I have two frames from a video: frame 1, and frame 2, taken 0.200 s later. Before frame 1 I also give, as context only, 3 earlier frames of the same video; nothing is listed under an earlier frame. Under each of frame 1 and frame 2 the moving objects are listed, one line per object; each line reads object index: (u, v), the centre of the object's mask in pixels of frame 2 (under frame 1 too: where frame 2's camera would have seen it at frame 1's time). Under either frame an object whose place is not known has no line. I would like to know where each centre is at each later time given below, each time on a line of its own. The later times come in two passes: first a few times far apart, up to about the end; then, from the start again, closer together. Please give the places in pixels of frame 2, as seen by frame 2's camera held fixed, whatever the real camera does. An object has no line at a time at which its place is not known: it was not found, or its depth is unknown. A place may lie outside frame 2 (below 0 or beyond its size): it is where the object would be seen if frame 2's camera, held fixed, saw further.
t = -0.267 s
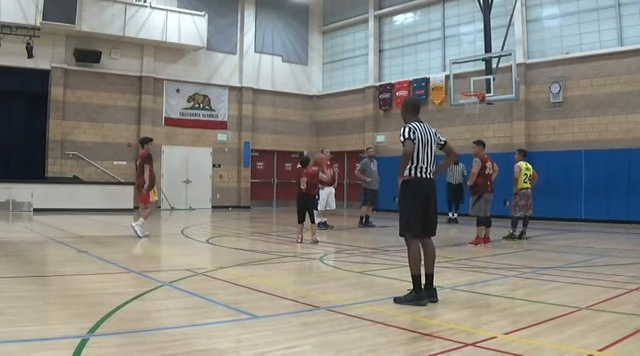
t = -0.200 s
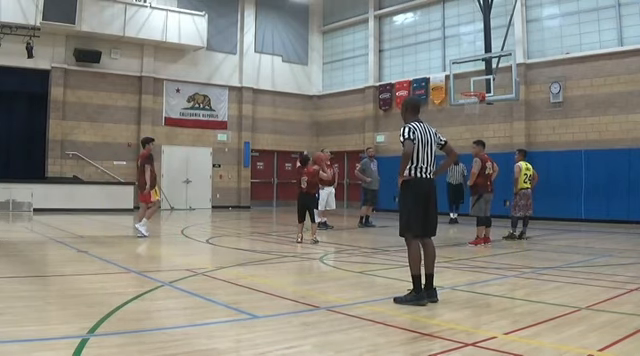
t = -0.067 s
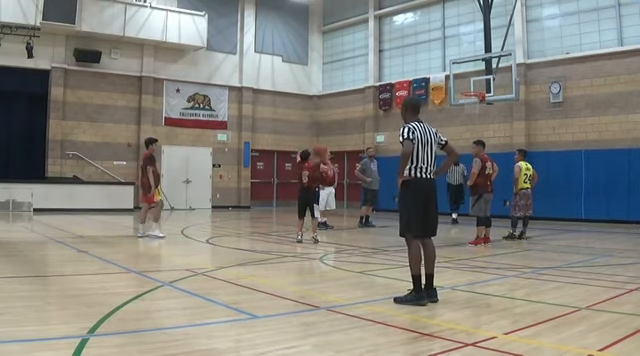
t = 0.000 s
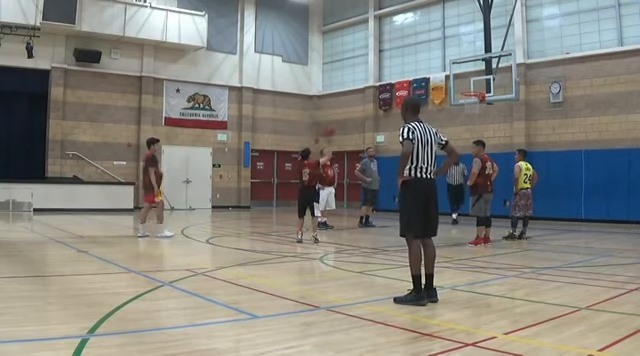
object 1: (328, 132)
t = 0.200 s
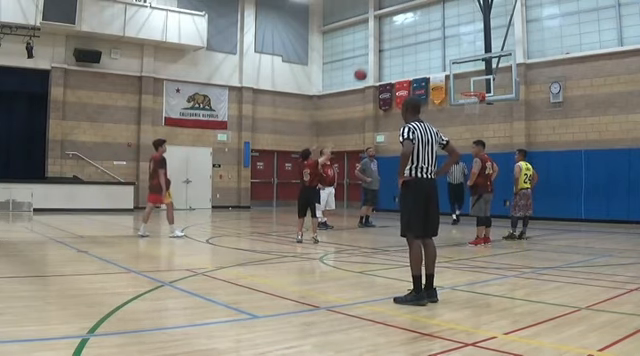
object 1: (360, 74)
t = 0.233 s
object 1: (365, 68)
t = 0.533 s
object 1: (404, 37)
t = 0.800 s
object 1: (434, 45)
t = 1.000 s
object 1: (454, 72)
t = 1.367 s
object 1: (480, 84)
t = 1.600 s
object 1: (480, 85)
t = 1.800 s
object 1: (483, 98)
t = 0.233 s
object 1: (365, 68)
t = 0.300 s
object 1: (374, 56)
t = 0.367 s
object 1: (384, 48)
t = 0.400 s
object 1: (388, 45)
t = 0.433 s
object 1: (392, 41)
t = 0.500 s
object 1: (400, 37)
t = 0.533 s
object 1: (404, 37)
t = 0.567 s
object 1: (408, 36)
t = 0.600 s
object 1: (412, 36)
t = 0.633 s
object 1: (416, 36)
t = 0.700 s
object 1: (423, 38)
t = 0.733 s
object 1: (427, 40)
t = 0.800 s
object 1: (434, 45)
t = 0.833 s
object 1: (437, 49)
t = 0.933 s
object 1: (447, 61)
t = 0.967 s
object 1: (451, 67)
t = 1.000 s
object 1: (454, 72)
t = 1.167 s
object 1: (470, 86)
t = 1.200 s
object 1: (473, 85)
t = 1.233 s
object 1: (477, 85)
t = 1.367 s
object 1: (480, 84)
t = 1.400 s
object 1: (480, 84)
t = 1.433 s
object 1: (480, 84)
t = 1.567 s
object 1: (479, 85)
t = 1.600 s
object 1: (480, 85)
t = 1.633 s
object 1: (480, 85)
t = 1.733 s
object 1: (483, 89)
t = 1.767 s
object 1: (483, 95)
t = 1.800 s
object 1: (483, 98)
